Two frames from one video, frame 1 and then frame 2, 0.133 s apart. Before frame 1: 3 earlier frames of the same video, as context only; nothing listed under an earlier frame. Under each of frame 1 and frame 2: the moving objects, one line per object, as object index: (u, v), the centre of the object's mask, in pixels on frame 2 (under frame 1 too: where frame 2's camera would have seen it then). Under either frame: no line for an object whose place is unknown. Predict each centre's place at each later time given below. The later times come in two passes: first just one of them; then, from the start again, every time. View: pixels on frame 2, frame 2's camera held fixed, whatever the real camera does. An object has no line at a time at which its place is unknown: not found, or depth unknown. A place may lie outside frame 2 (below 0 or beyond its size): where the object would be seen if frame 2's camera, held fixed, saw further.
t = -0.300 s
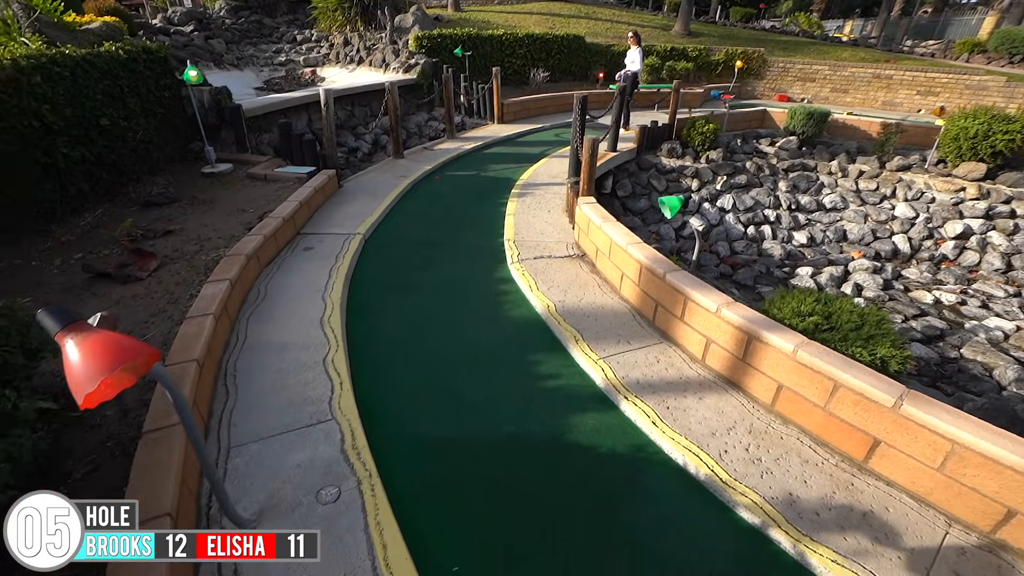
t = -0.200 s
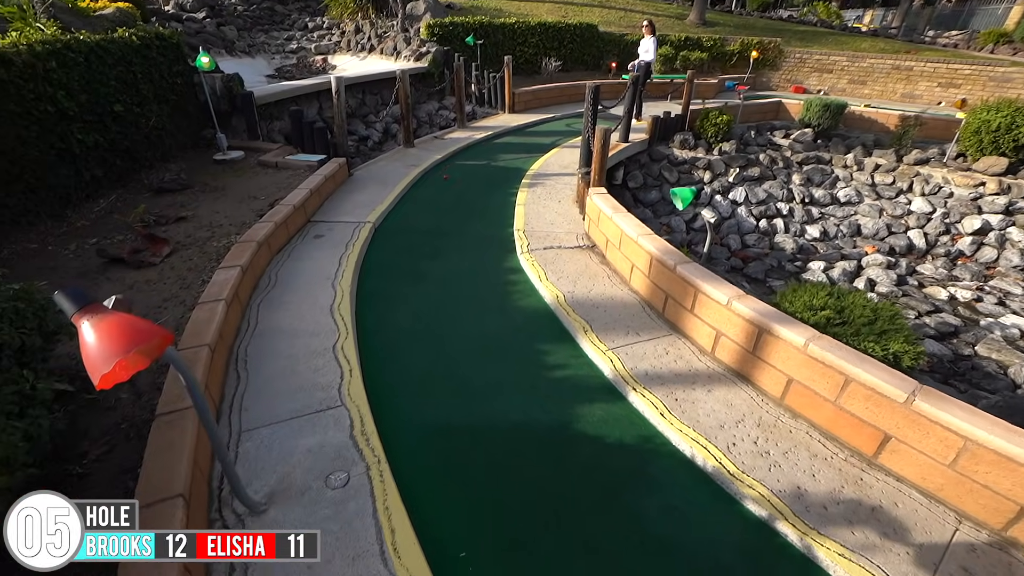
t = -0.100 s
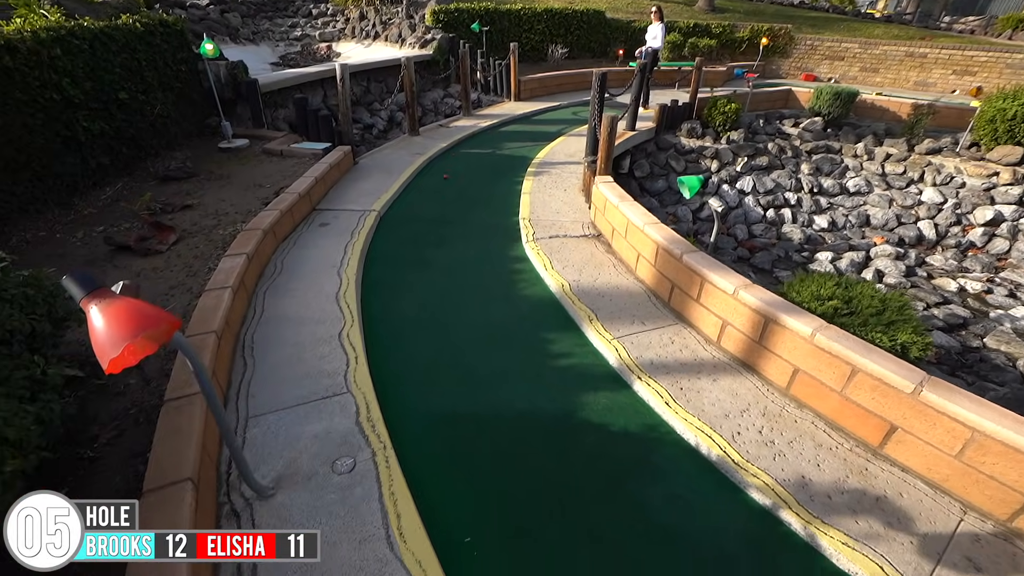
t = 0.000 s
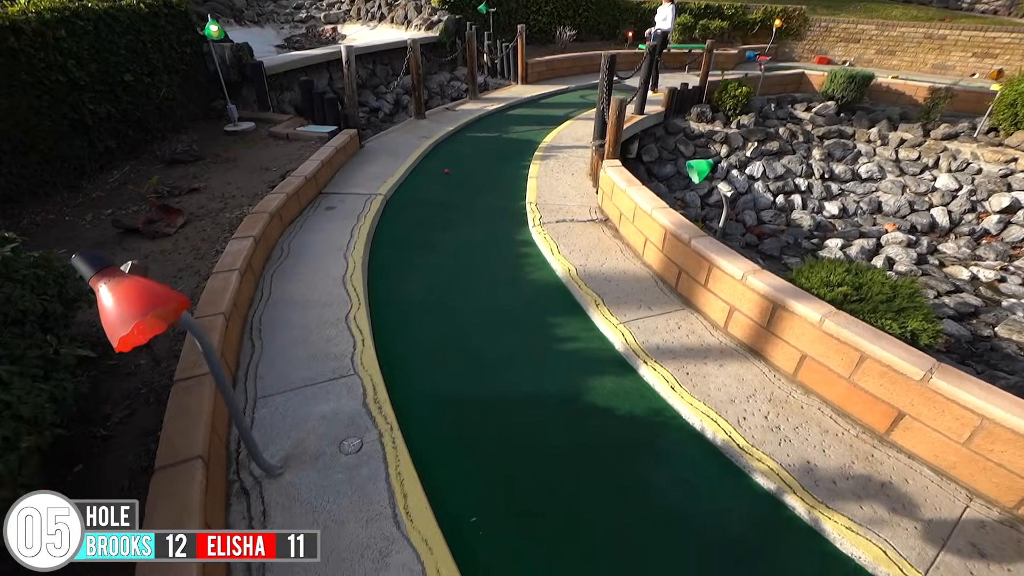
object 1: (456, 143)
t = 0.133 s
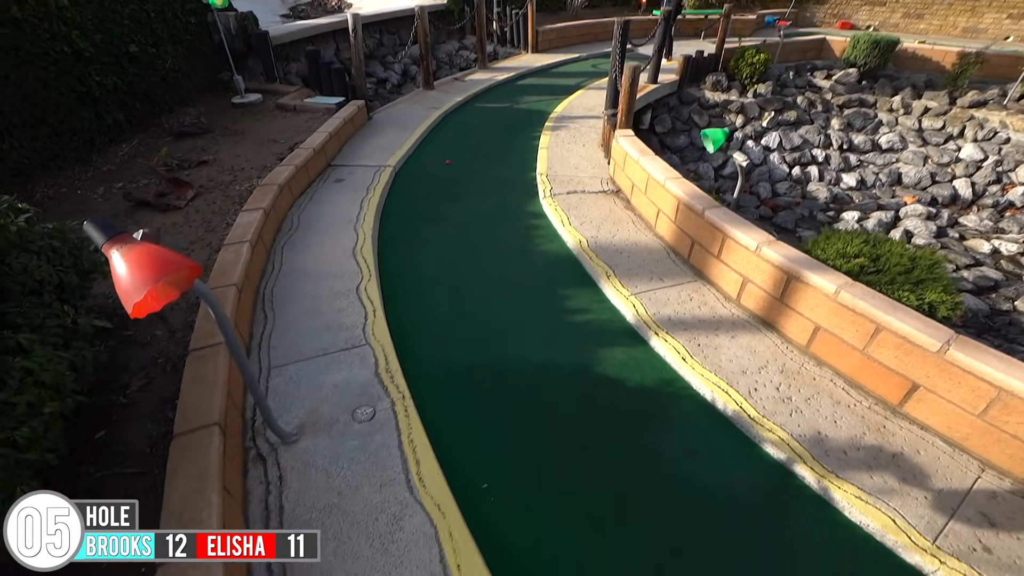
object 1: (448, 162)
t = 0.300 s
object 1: (437, 191)
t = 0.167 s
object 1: (447, 168)
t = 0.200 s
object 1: (444, 173)
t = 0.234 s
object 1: (442, 179)
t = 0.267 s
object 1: (439, 186)
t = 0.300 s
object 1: (437, 191)
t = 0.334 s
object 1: (434, 198)
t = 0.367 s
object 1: (431, 204)
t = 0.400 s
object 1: (428, 211)
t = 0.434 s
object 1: (425, 218)
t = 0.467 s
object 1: (422, 226)
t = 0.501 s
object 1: (418, 234)
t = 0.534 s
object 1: (415, 243)
